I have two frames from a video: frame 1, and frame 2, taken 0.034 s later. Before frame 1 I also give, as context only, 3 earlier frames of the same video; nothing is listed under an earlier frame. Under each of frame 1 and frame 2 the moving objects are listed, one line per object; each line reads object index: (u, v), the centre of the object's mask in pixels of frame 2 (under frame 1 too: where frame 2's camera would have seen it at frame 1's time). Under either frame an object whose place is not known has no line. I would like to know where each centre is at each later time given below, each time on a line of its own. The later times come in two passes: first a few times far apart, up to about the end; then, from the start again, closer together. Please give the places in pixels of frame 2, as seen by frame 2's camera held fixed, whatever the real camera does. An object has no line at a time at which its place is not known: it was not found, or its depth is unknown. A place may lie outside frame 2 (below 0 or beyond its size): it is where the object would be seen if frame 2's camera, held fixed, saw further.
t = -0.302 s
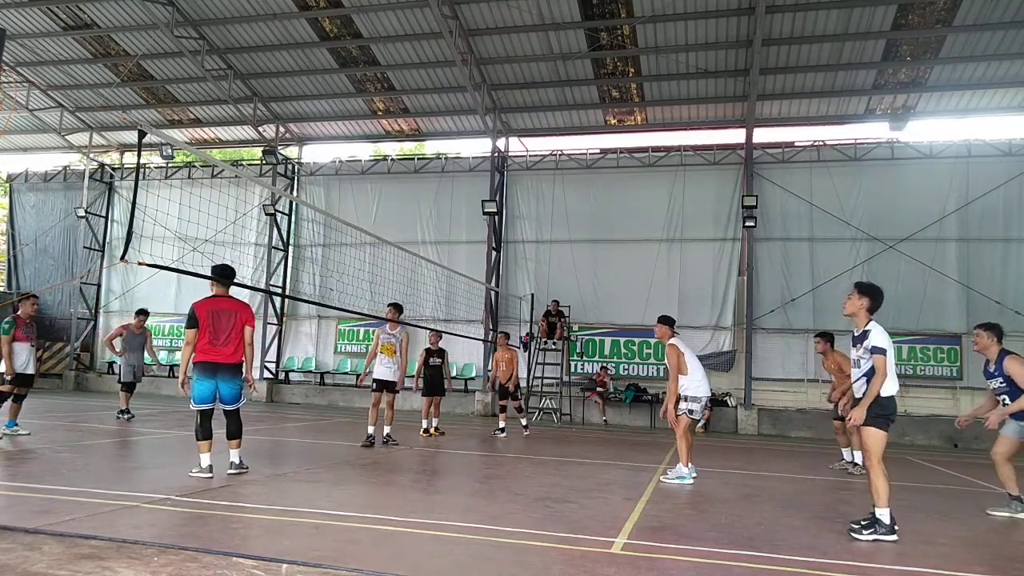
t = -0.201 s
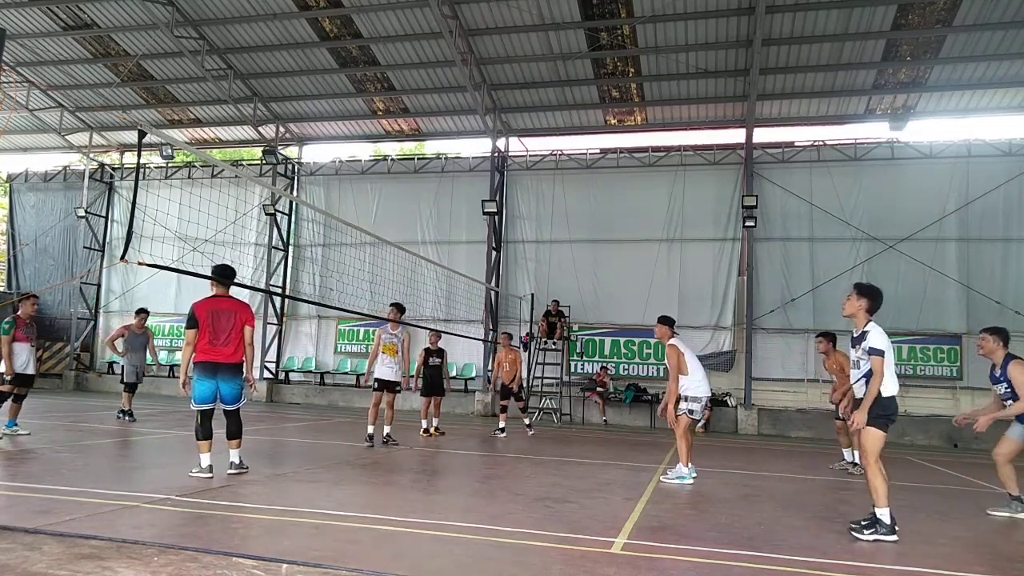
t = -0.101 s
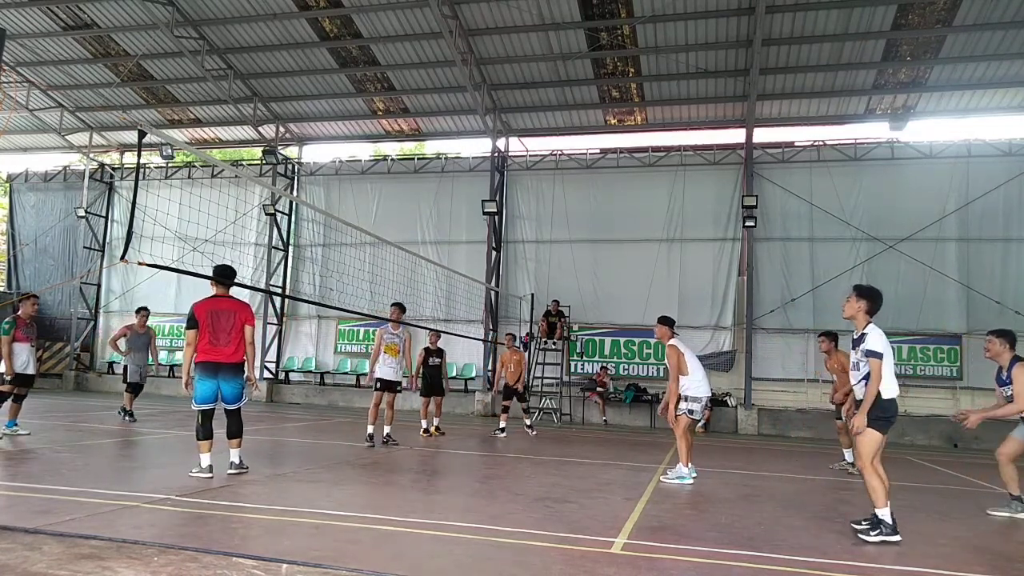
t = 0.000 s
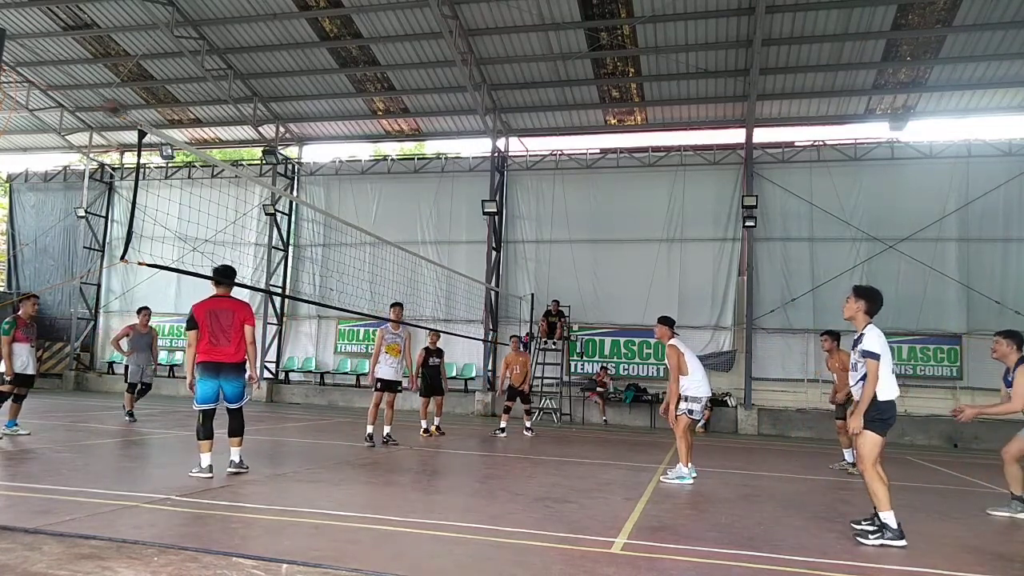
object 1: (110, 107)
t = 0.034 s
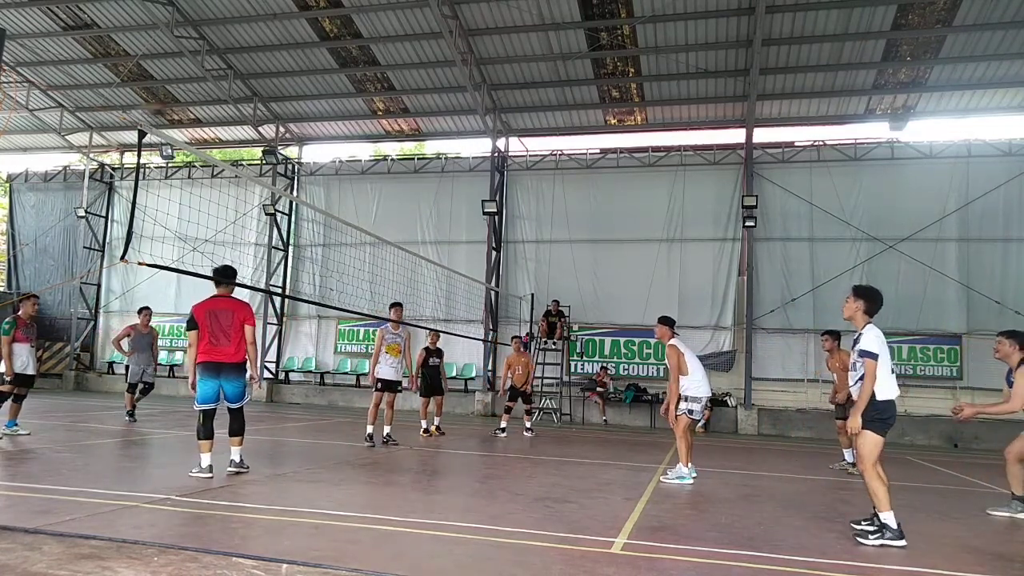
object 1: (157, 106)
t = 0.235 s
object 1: (418, 134)
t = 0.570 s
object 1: (881, 283)
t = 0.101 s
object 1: (242, 110)
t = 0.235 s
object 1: (418, 134)
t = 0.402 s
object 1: (643, 193)
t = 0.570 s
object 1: (881, 283)
